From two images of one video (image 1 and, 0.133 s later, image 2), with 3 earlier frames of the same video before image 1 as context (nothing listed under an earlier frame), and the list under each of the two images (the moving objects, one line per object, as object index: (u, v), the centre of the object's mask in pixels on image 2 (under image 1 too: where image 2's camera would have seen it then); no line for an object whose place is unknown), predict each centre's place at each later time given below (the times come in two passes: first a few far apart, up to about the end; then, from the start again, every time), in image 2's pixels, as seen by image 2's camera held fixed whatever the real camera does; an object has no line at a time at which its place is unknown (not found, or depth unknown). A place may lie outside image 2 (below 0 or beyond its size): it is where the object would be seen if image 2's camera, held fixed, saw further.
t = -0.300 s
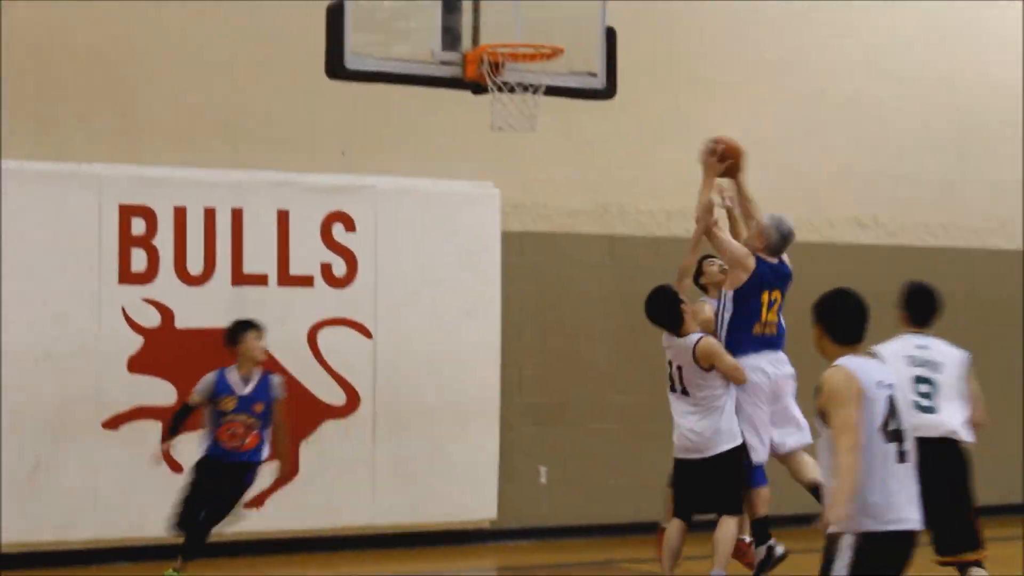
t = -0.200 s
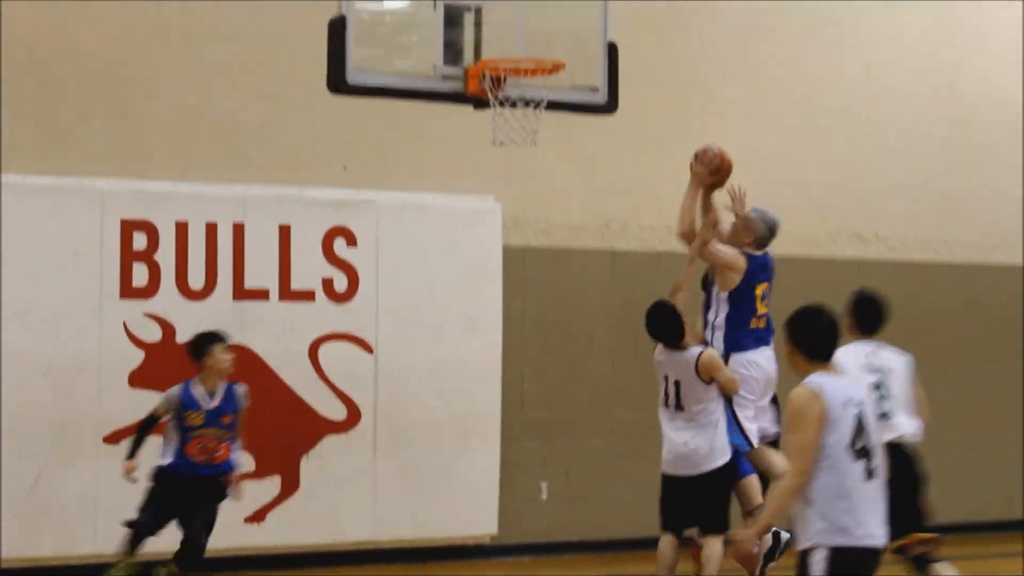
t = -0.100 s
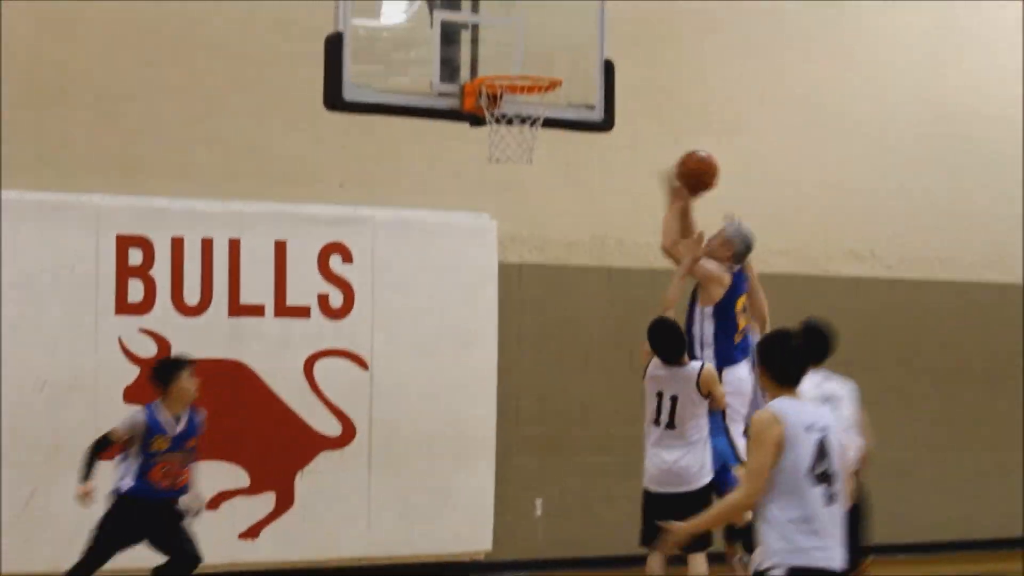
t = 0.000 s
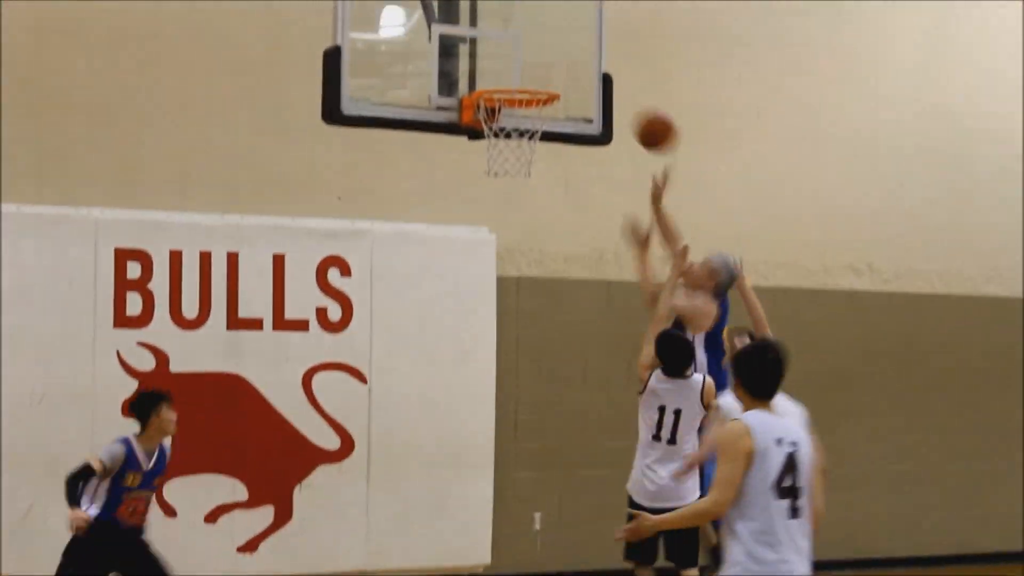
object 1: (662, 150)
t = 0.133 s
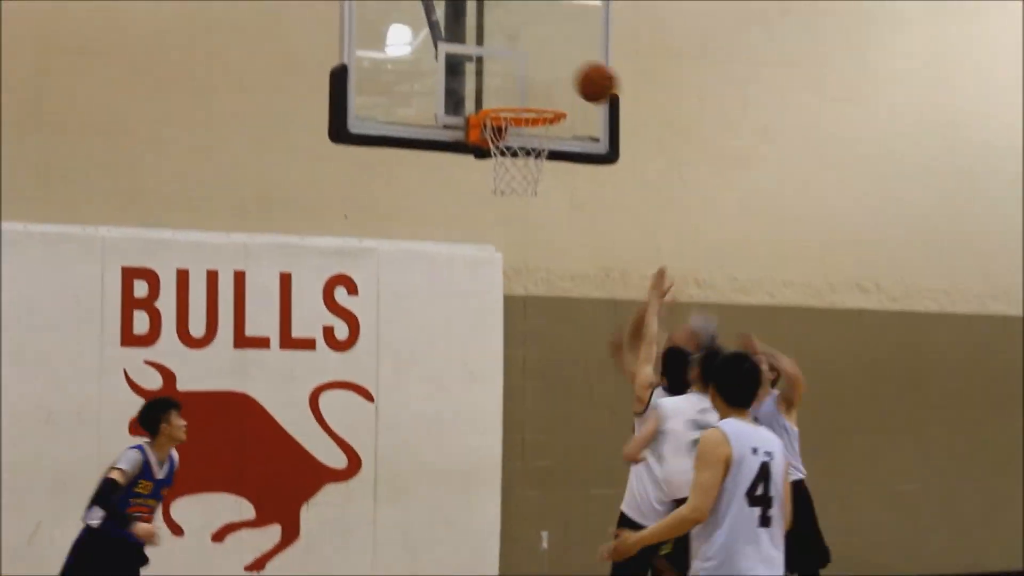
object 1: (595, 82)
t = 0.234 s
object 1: (547, 52)
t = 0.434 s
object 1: (502, 51)
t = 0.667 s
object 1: (494, 62)
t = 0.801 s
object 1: (496, 52)
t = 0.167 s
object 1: (579, 70)
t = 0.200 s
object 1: (563, 60)
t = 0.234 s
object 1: (547, 52)
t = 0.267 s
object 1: (530, 45)
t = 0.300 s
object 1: (513, 41)
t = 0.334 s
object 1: (509, 41)
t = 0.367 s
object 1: (506, 42)
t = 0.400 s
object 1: (504, 46)
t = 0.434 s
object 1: (502, 51)
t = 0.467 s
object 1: (499, 58)
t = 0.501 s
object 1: (497, 68)
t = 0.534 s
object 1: (494, 79)
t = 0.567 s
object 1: (492, 88)
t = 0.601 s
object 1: (493, 78)
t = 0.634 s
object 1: (494, 69)
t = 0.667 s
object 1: (494, 62)
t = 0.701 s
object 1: (495, 57)
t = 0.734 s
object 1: (496, 53)
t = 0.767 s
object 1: (496, 52)
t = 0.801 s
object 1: (496, 52)
